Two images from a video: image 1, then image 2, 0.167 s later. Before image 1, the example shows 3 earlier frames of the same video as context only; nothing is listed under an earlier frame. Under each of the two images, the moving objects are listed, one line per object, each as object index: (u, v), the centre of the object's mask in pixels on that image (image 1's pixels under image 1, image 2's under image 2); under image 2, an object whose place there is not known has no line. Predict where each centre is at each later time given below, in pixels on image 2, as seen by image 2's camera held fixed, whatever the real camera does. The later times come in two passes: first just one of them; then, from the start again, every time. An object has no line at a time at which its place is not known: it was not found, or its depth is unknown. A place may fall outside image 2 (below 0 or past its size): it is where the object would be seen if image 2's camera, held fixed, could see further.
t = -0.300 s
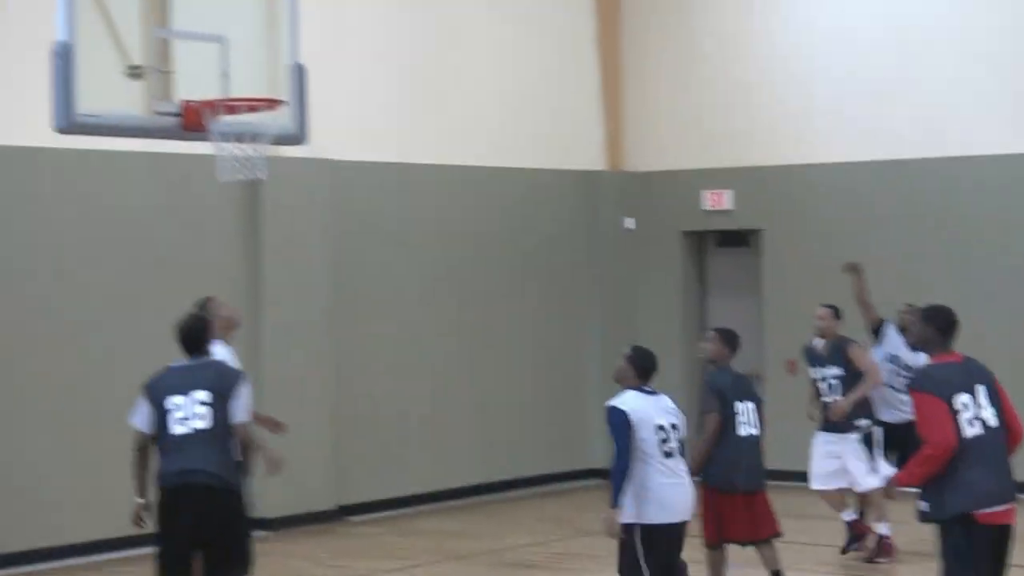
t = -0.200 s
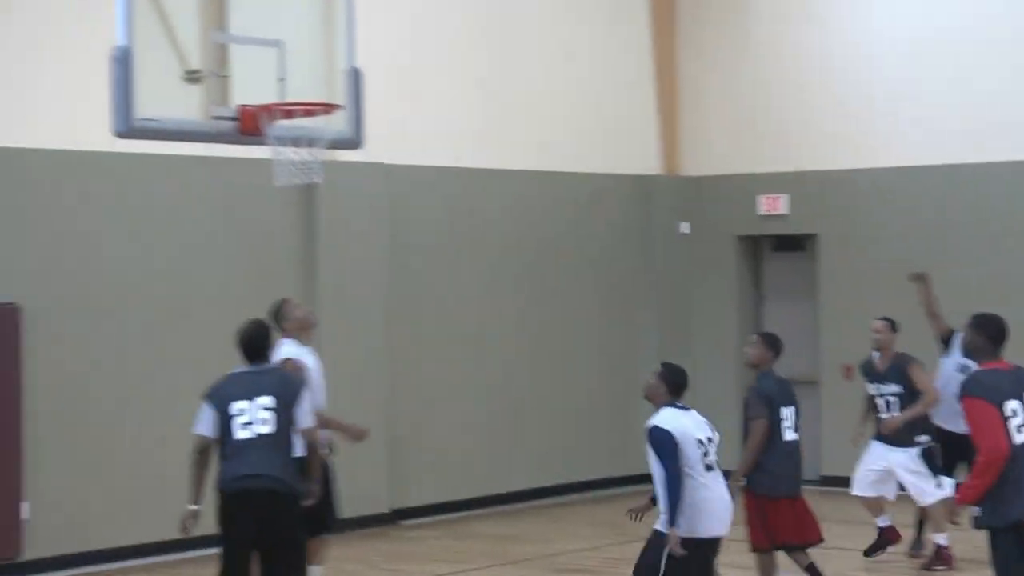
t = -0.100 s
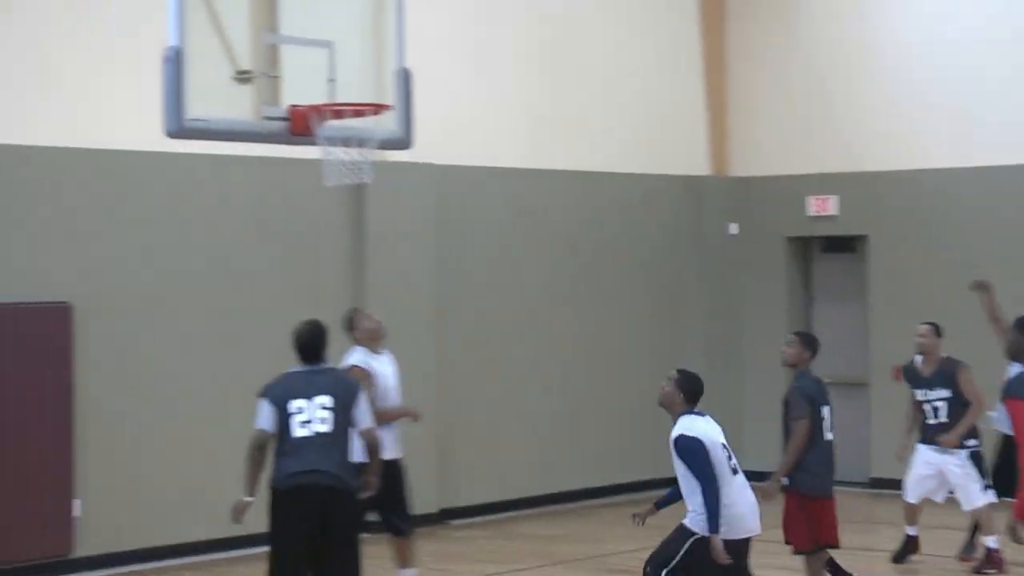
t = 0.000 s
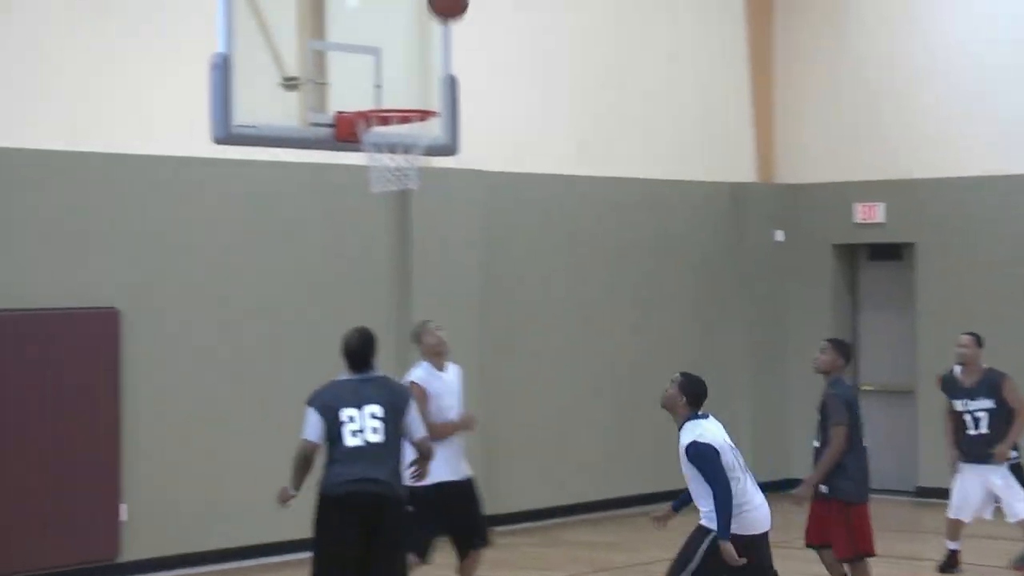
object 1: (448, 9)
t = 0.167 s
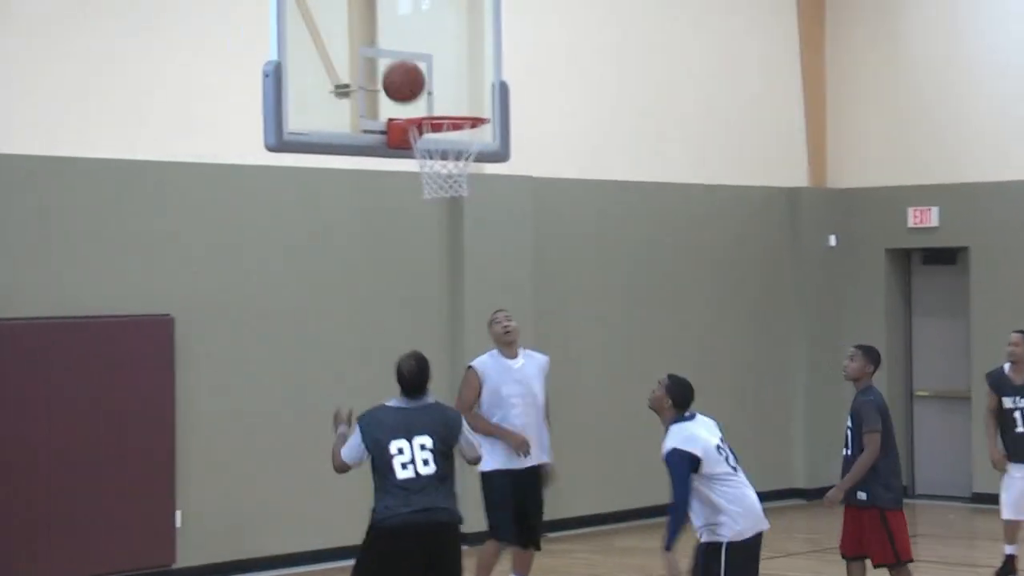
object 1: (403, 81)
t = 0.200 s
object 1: (387, 69)
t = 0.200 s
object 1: (387, 69)
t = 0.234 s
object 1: (373, 59)
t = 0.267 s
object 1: (357, 51)
